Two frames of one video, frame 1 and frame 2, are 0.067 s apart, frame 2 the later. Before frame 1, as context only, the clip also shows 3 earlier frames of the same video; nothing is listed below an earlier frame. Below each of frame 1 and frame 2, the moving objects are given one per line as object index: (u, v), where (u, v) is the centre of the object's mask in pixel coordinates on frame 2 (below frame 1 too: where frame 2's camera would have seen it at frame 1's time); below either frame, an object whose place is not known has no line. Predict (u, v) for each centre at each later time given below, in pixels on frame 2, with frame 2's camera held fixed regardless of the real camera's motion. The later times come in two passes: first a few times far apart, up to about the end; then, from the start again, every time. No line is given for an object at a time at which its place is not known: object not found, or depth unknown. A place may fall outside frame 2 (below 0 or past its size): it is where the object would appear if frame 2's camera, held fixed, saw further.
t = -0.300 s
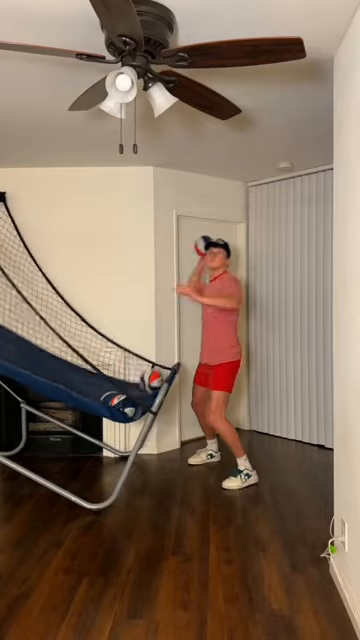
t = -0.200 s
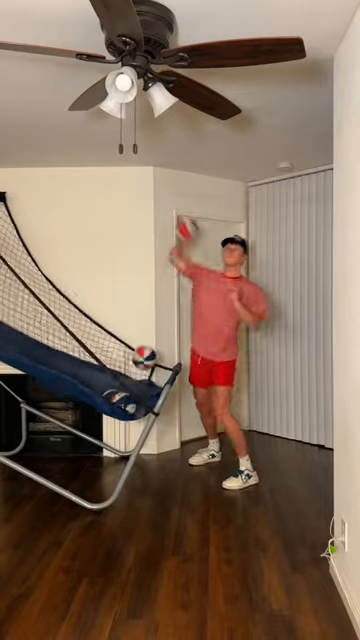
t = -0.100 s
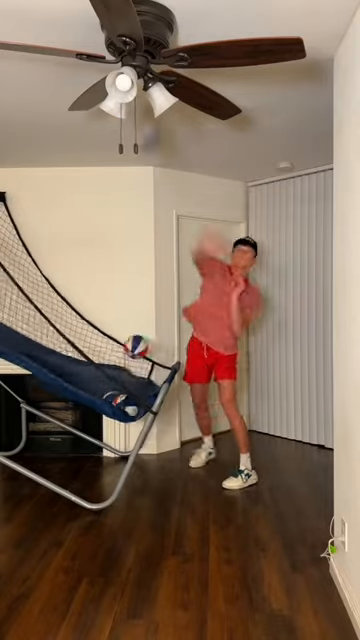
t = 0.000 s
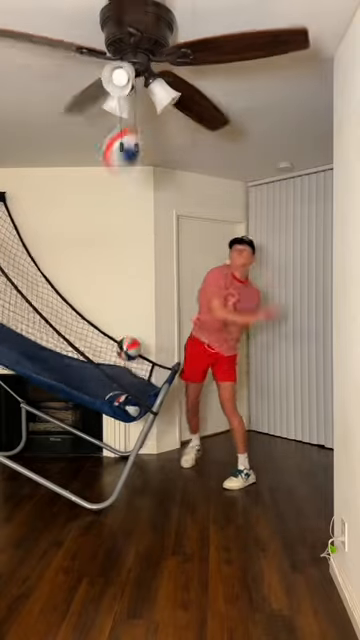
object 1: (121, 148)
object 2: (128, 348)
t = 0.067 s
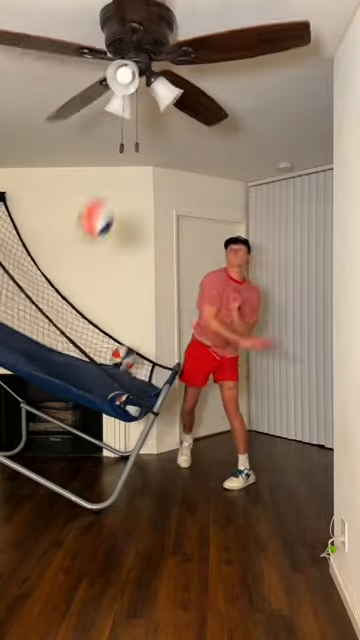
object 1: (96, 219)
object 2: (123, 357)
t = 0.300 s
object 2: (109, 393)
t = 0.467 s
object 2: (109, 391)
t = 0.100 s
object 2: (121, 363)
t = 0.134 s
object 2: (118, 372)
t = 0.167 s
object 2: (115, 381)
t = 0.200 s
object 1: (53, 355)
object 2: (111, 389)
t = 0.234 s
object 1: (45, 388)
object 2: (106, 389)
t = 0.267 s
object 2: (109, 392)
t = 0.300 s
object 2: (109, 393)
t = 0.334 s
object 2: (106, 390)
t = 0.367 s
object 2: (106, 390)
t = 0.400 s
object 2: (110, 393)
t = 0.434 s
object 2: (109, 391)
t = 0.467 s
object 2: (109, 391)
